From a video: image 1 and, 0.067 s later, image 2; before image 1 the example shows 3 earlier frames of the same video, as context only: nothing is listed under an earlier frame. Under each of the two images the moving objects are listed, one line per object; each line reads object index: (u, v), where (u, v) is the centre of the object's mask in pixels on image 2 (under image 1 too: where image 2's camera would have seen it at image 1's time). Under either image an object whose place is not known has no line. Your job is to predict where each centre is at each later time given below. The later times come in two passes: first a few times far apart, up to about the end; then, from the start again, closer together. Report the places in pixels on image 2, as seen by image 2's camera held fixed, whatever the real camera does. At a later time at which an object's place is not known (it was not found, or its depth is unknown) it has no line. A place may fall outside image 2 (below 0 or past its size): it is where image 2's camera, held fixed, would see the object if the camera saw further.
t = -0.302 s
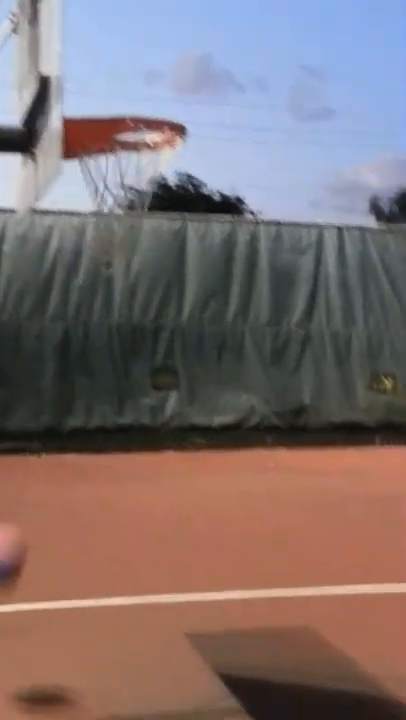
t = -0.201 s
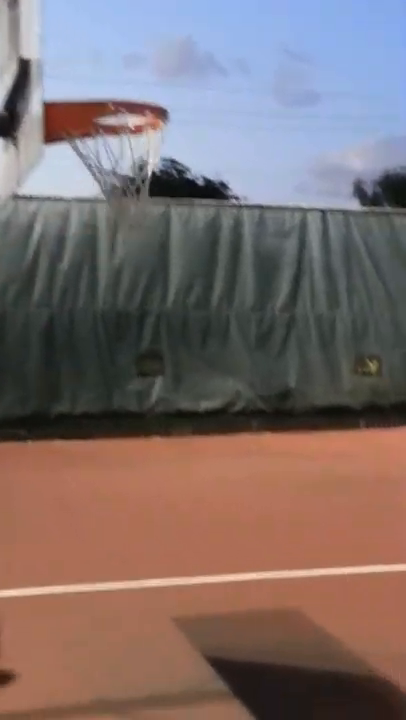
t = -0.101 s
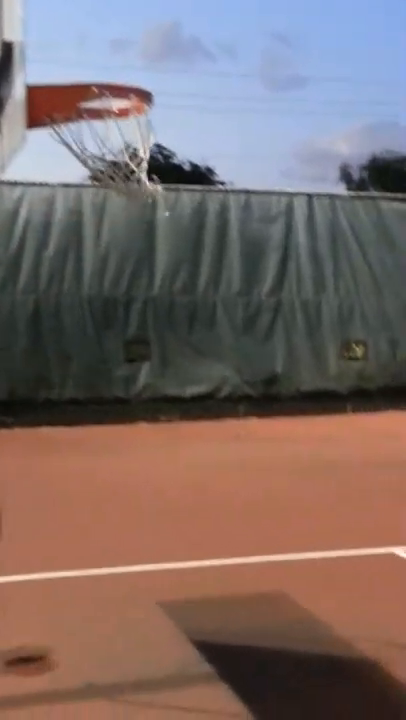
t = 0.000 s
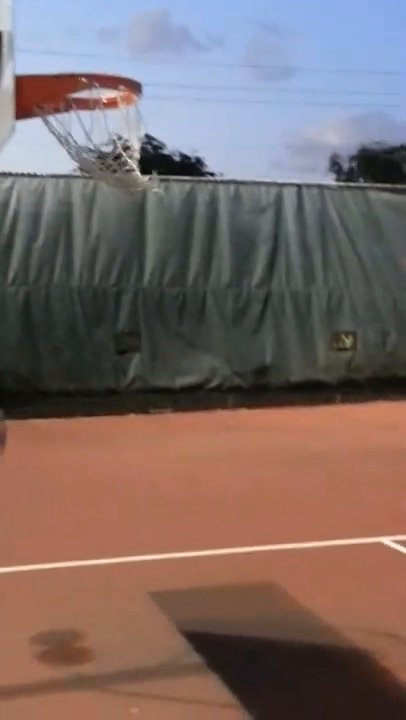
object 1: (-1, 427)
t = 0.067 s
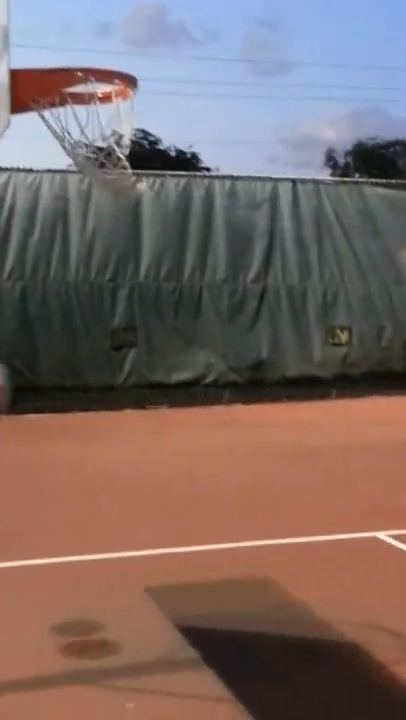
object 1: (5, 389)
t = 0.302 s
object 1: (22, 330)
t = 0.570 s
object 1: (63, 404)
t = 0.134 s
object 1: (10, 362)
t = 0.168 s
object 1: (14, 351)
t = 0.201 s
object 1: (16, 344)
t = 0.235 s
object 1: (18, 338)
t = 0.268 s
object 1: (20, 334)
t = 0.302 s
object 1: (22, 330)
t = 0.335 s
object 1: (24, 334)
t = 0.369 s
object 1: (29, 337)
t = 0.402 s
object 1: (35, 345)
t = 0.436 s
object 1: (40, 353)
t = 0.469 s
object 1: (47, 363)
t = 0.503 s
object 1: (52, 375)
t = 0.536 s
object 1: (57, 388)
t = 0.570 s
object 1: (63, 404)
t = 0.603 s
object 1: (67, 423)
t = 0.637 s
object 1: (73, 443)
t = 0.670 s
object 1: (79, 465)
